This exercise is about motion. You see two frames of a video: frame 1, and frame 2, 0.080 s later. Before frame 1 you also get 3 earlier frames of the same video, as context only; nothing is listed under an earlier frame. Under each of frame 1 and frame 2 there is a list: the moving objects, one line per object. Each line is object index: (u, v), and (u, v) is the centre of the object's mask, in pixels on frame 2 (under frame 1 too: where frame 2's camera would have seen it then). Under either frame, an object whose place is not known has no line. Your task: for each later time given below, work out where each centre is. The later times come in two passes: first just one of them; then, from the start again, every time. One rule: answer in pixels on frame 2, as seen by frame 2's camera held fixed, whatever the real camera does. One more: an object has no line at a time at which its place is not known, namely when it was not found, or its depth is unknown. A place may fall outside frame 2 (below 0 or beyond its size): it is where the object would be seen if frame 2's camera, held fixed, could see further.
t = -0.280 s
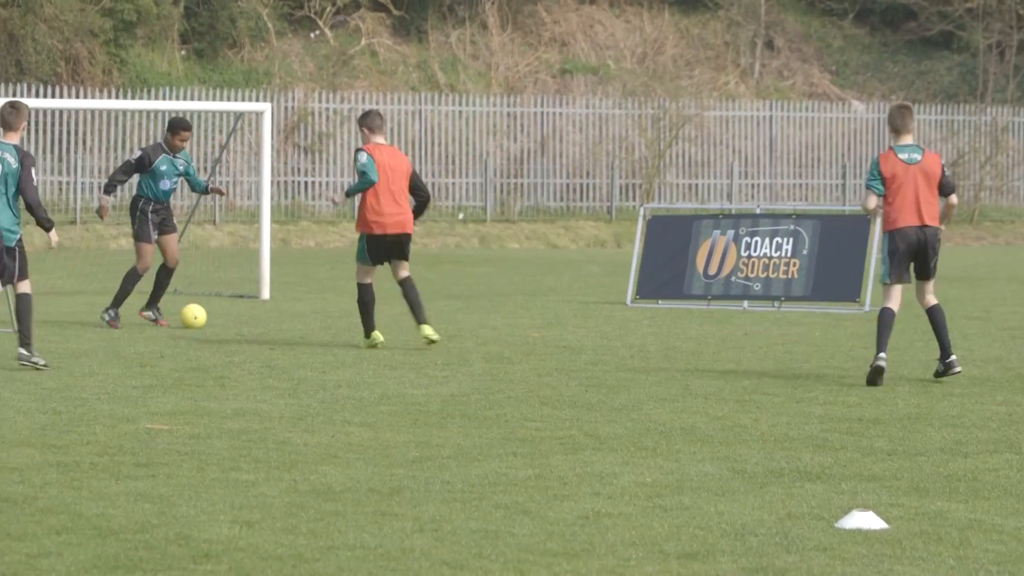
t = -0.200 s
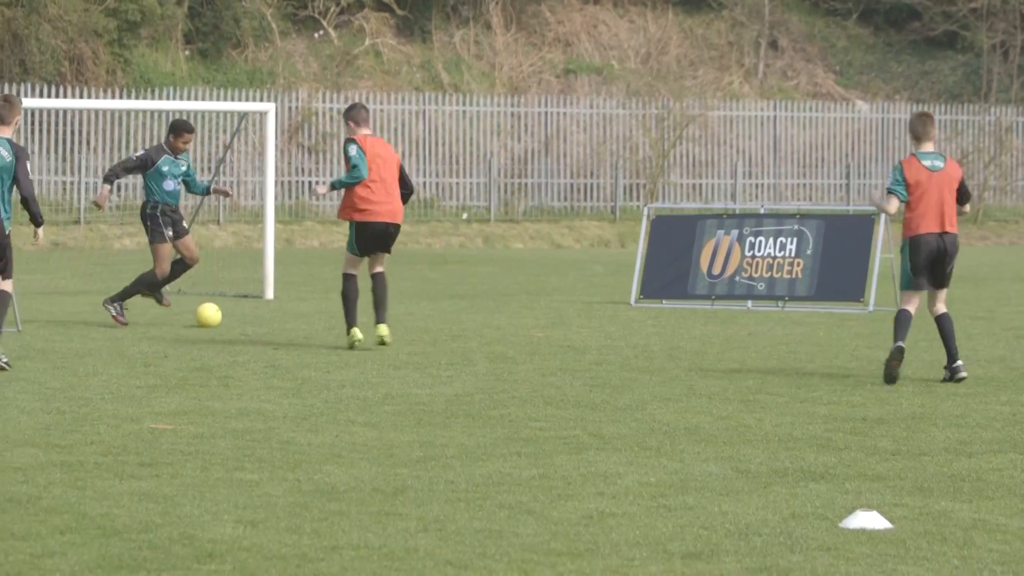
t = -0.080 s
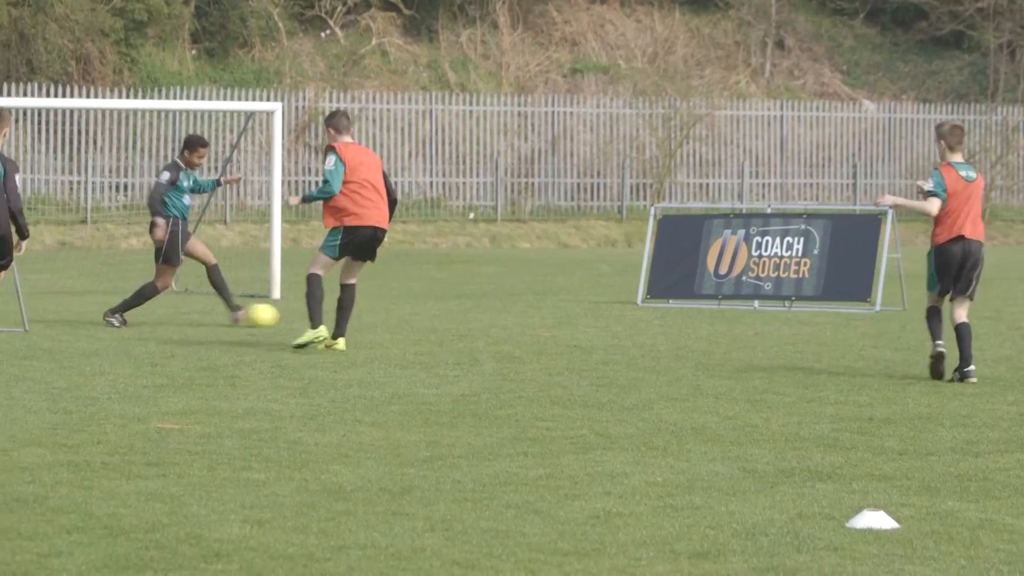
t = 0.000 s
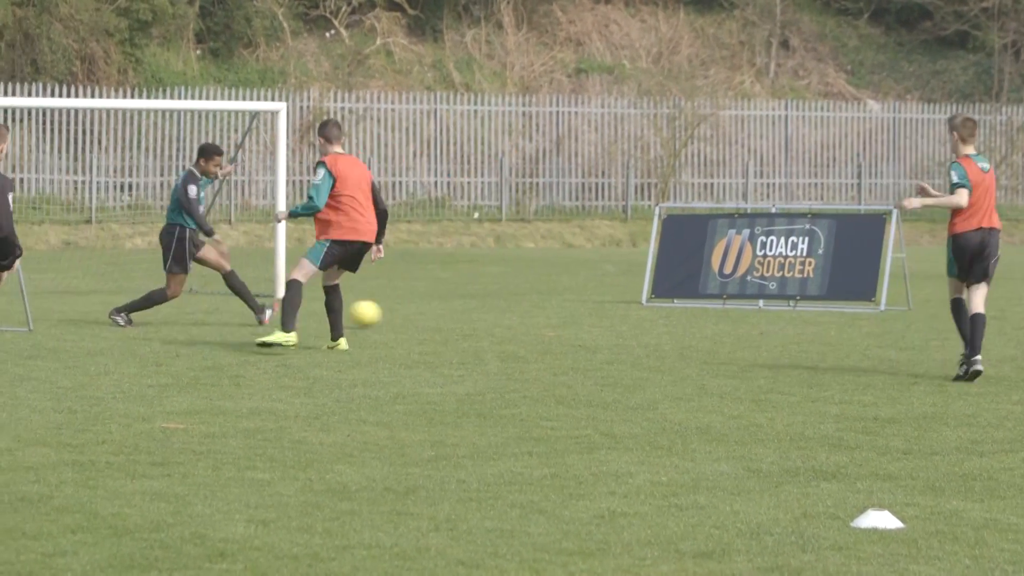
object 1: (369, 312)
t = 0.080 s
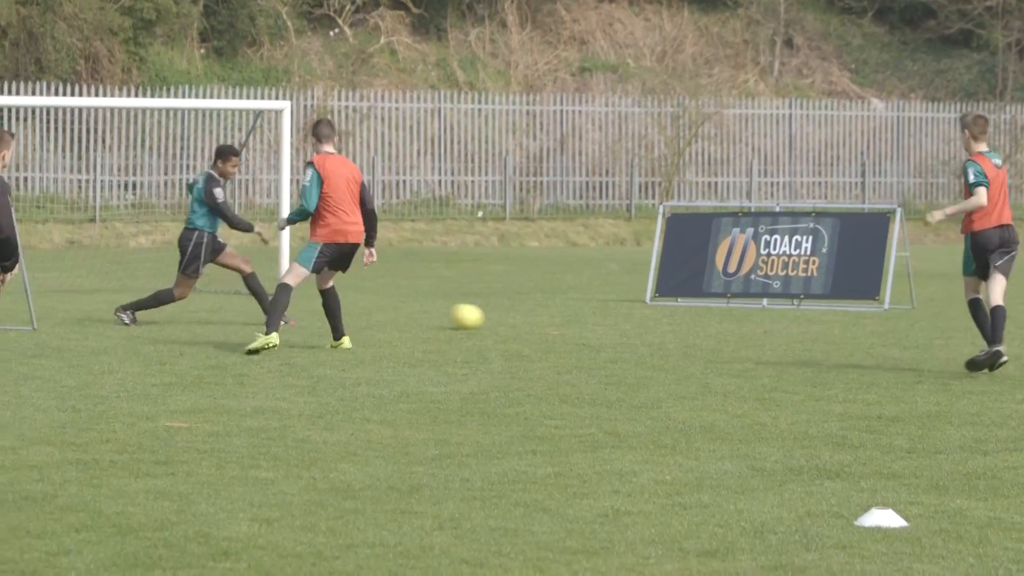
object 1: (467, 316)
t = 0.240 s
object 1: (649, 314)
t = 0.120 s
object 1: (515, 317)
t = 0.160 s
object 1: (560, 315)
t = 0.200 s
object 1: (604, 313)
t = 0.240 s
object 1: (649, 314)
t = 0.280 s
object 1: (690, 319)
